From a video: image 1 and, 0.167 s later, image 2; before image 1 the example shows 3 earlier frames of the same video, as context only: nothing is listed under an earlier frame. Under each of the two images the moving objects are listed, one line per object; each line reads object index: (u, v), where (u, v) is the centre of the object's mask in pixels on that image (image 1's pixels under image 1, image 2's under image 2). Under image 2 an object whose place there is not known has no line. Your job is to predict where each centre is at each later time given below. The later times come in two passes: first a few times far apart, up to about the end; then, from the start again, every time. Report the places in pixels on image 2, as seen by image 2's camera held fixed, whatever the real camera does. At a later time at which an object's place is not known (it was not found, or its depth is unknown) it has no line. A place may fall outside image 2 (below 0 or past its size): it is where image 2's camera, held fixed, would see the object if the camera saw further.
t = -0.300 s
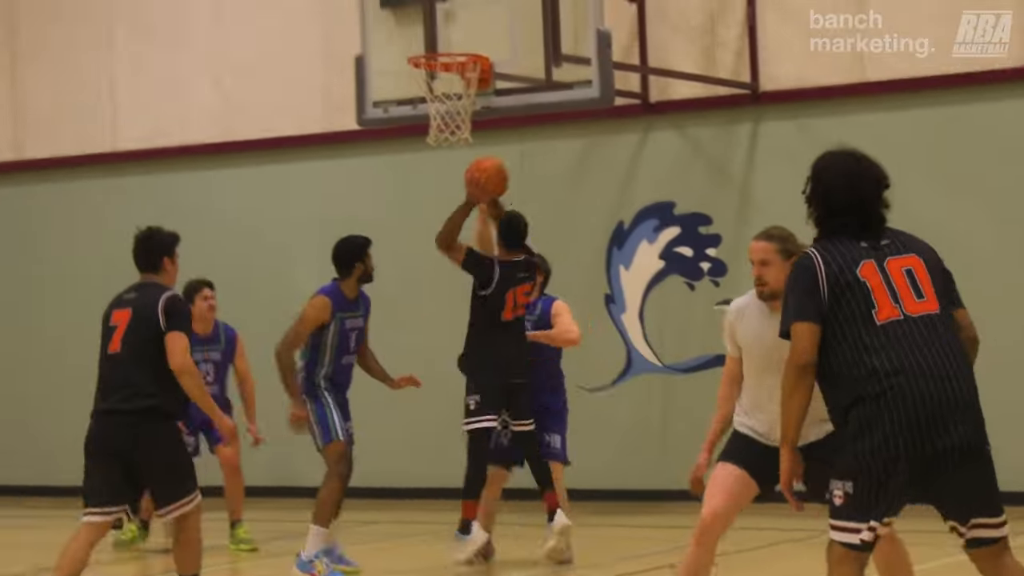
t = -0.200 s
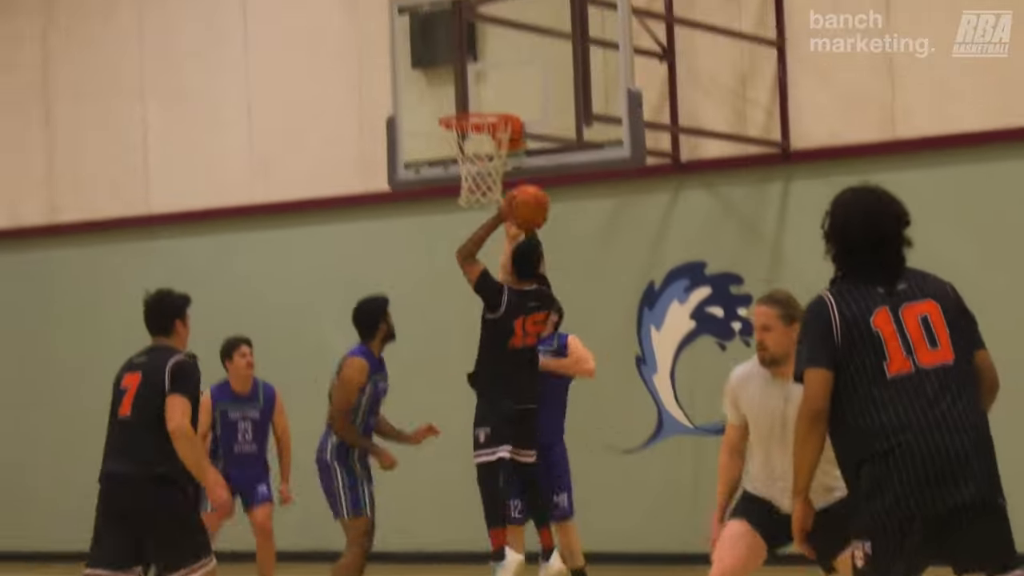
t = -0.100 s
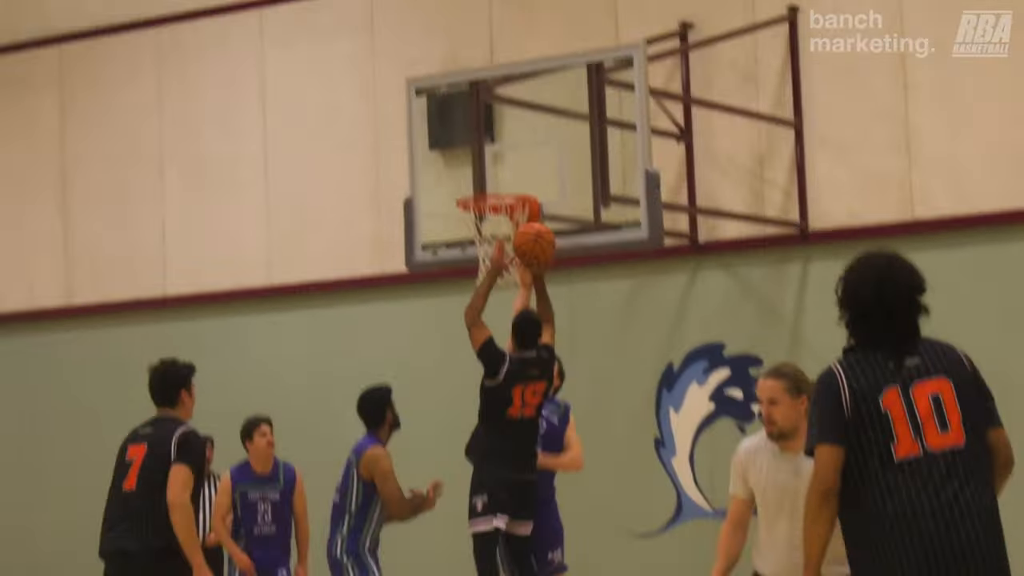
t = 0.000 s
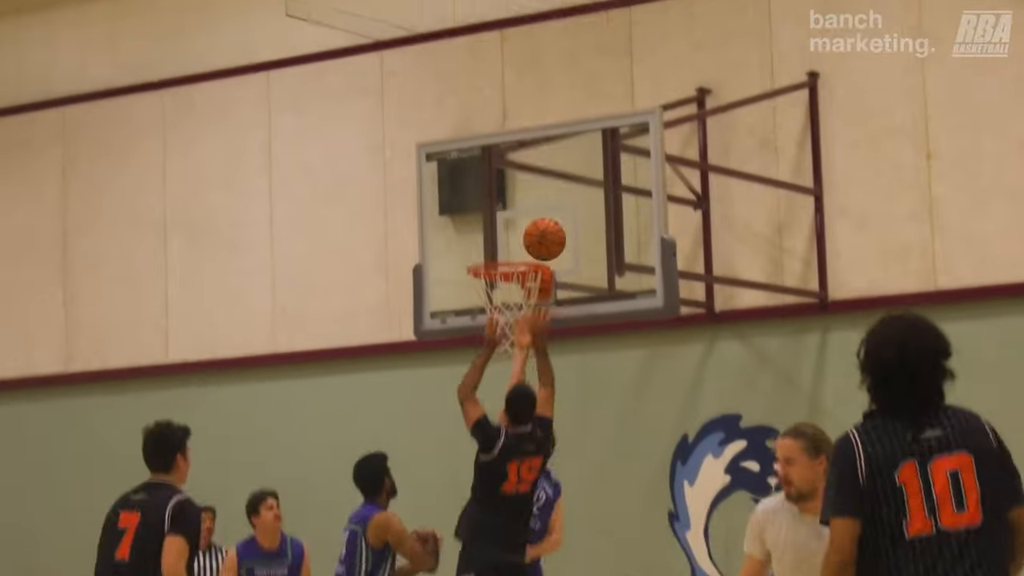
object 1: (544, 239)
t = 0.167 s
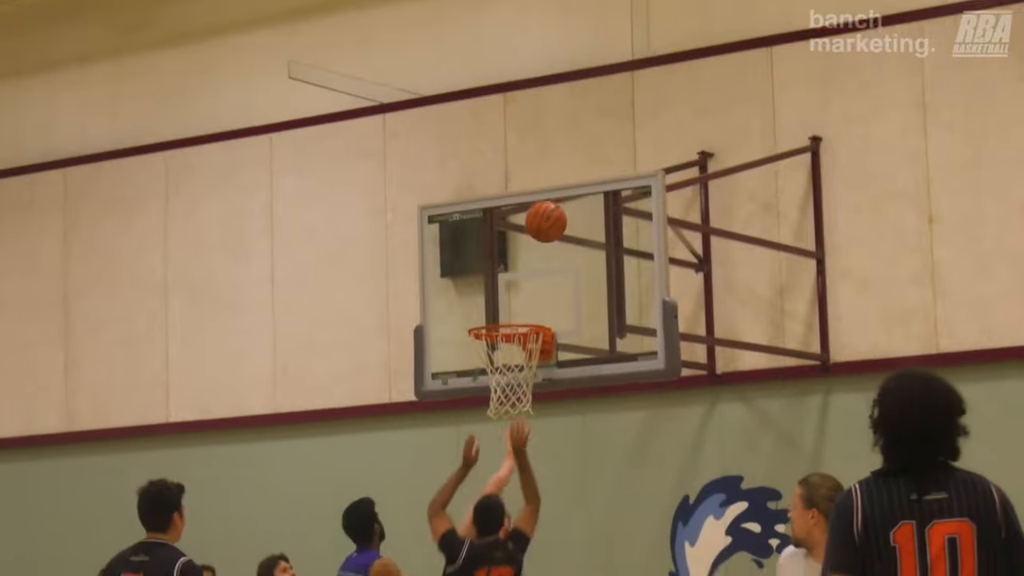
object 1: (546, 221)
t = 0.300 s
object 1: (546, 195)
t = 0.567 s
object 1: (550, 229)
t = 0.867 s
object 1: (501, 339)
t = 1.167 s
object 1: (535, 408)
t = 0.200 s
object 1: (546, 212)
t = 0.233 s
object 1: (546, 204)
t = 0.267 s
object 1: (546, 198)
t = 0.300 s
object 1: (546, 195)
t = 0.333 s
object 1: (547, 193)
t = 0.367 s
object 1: (547, 193)
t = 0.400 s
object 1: (547, 195)
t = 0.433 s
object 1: (548, 198)
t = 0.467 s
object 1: (548, 203)
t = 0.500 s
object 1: (549, 210)
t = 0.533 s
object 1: (550, 218)
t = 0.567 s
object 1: (550, 229)
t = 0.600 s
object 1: (550, 241)
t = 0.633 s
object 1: (545, 250)
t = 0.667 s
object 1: (536, 259)
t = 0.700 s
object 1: (528, 270)
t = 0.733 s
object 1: (518, 282)
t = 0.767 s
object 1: (510, 296)
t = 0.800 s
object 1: (501, 309)
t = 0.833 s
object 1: (493, 319)
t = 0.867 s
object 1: (501, 339)
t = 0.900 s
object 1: (507, 348)
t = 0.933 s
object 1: (514, 361)
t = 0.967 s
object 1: (522, 375)
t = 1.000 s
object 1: (528, 378)
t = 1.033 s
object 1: (528, 383)
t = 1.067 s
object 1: (531, 386)
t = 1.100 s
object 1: (531, 392)
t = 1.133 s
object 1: (533, 398)
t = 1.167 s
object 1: (535, 408)
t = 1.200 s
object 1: (535, 413)
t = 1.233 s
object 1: (536, 423)
